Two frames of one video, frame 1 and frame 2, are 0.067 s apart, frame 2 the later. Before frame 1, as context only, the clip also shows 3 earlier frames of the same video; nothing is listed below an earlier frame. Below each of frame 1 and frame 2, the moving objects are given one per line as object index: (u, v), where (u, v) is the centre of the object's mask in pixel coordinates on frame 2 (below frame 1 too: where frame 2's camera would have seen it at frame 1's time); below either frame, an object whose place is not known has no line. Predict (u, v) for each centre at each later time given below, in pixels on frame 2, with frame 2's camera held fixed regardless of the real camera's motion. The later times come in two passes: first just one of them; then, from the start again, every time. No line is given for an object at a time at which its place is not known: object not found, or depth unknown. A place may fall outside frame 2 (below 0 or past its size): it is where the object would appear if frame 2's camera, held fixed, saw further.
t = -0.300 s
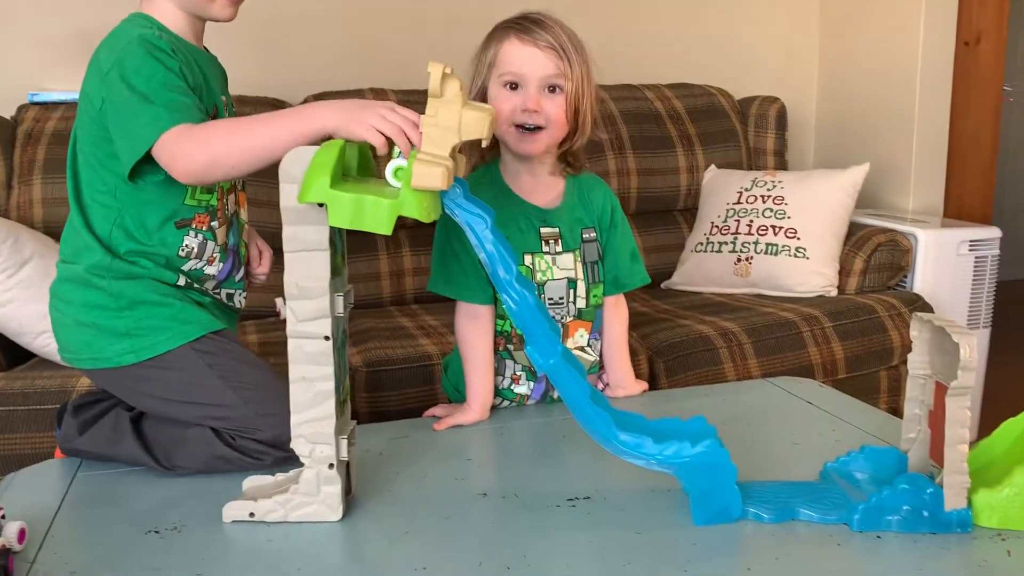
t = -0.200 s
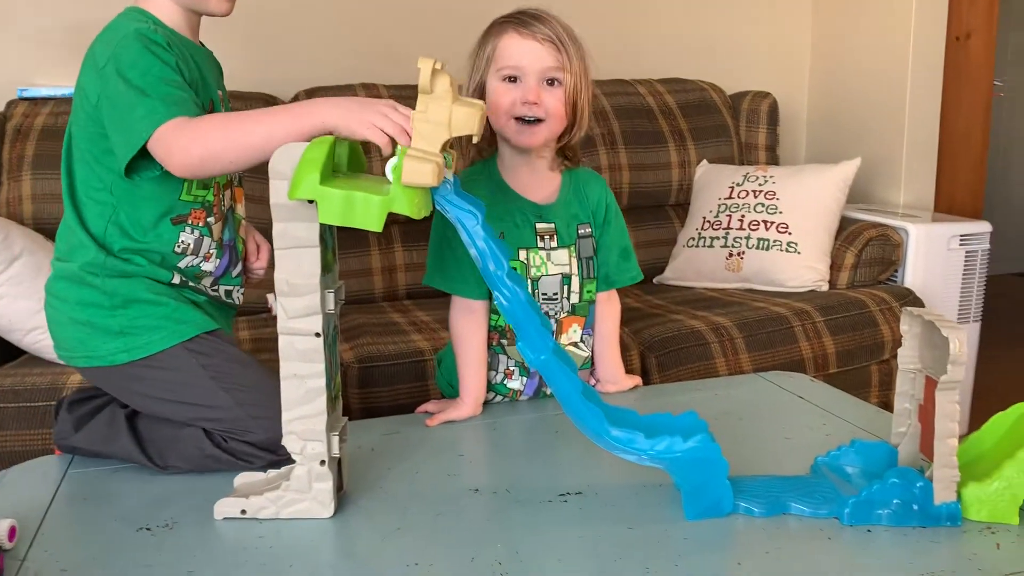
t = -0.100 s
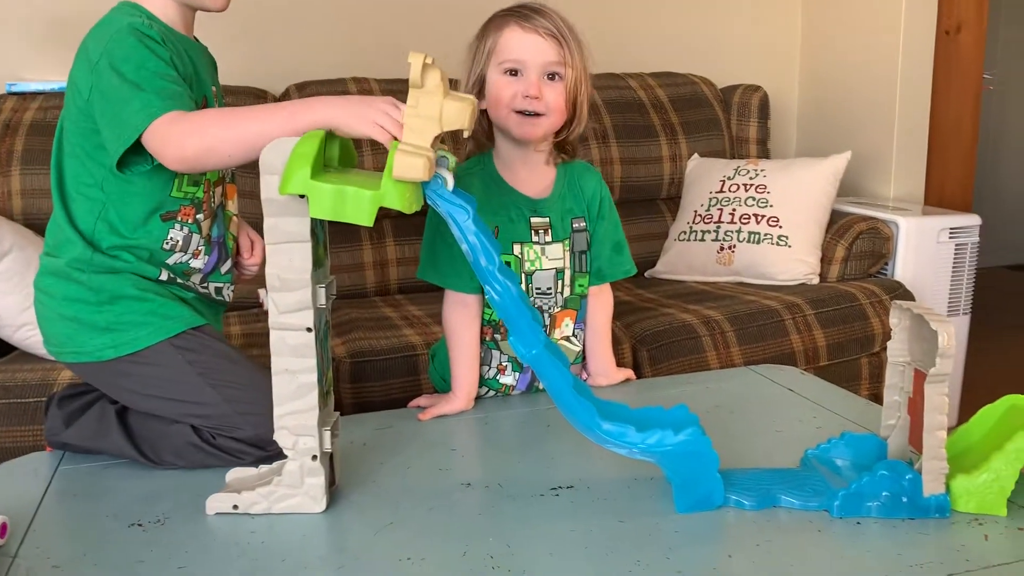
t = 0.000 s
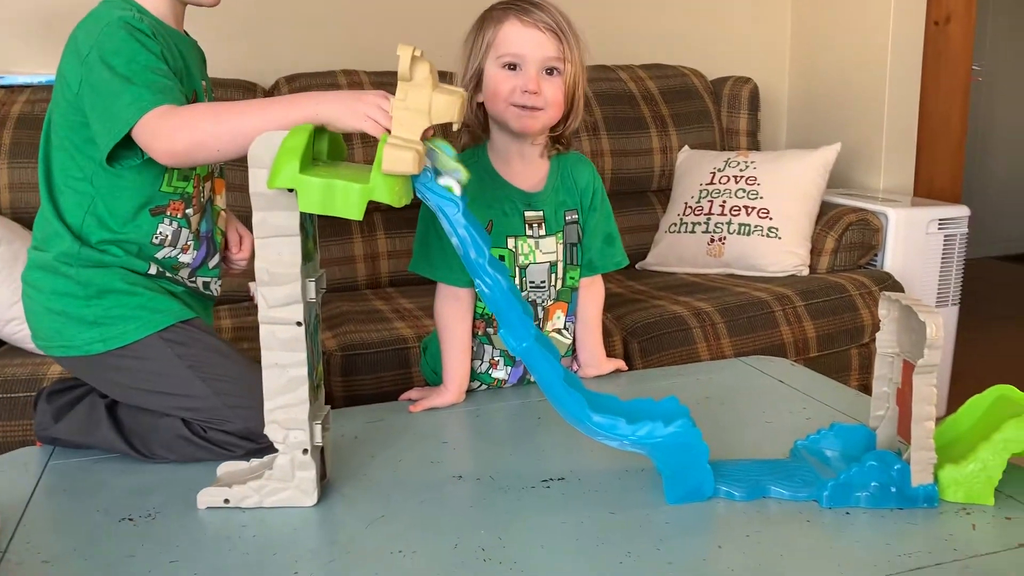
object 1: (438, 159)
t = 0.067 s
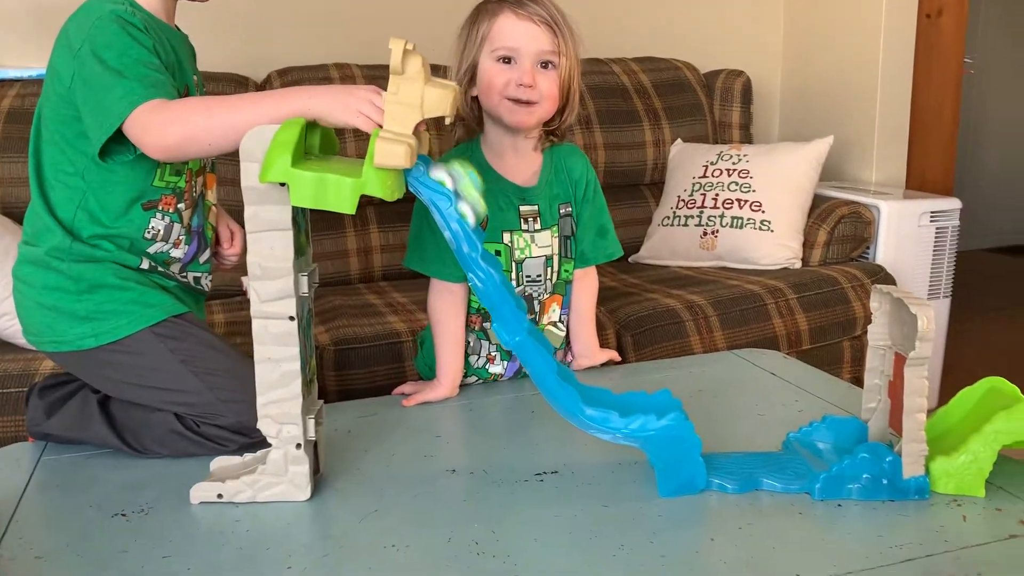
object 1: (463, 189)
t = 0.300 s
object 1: (689, 402)
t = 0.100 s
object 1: (480, 213)
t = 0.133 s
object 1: (498, 246)
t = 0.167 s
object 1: (524, 288)
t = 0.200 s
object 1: (551, 332)
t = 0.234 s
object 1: (585, 375)
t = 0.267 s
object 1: (627, 396)
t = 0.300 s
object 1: (689, 402)
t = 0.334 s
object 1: (736, 404)
